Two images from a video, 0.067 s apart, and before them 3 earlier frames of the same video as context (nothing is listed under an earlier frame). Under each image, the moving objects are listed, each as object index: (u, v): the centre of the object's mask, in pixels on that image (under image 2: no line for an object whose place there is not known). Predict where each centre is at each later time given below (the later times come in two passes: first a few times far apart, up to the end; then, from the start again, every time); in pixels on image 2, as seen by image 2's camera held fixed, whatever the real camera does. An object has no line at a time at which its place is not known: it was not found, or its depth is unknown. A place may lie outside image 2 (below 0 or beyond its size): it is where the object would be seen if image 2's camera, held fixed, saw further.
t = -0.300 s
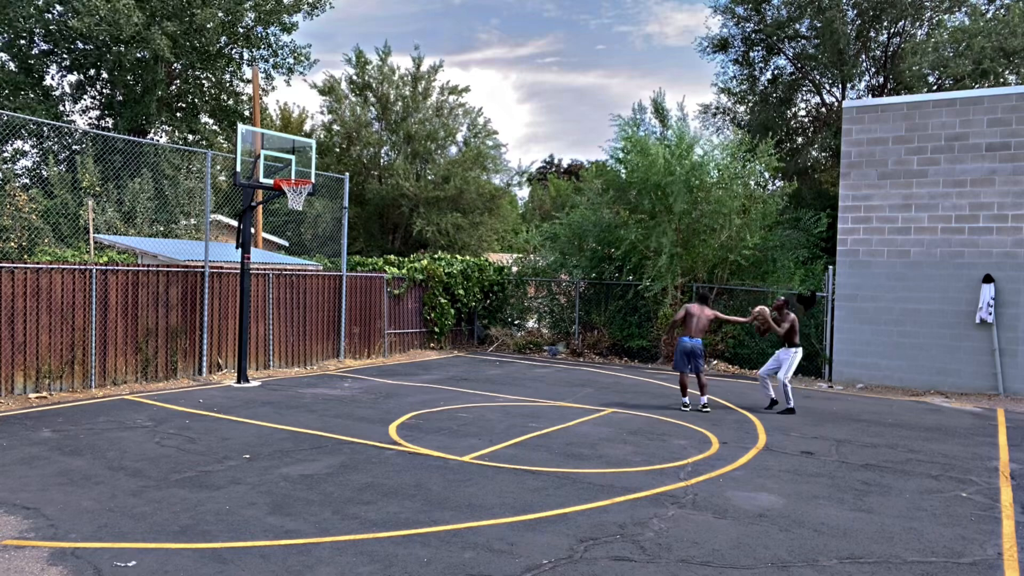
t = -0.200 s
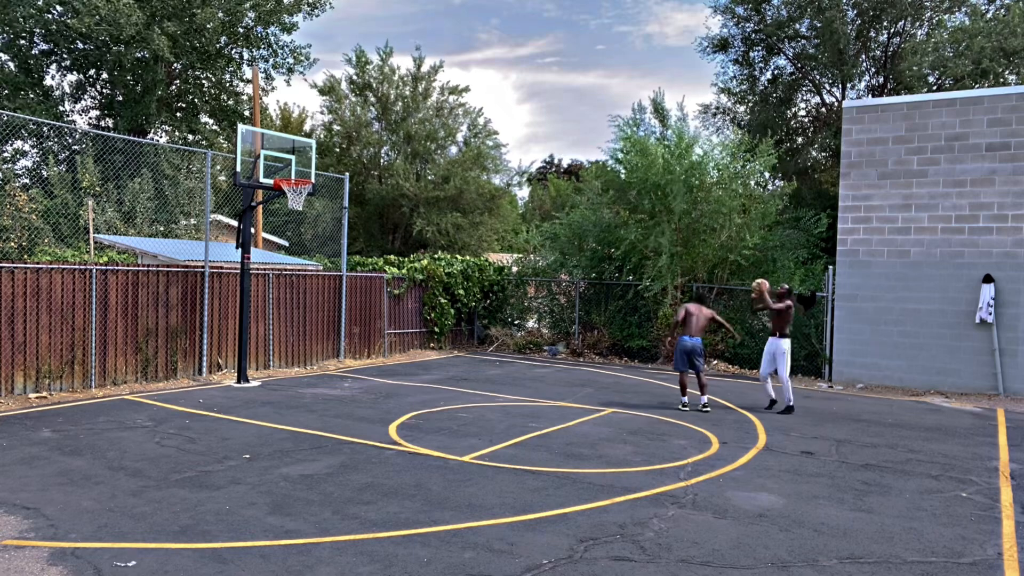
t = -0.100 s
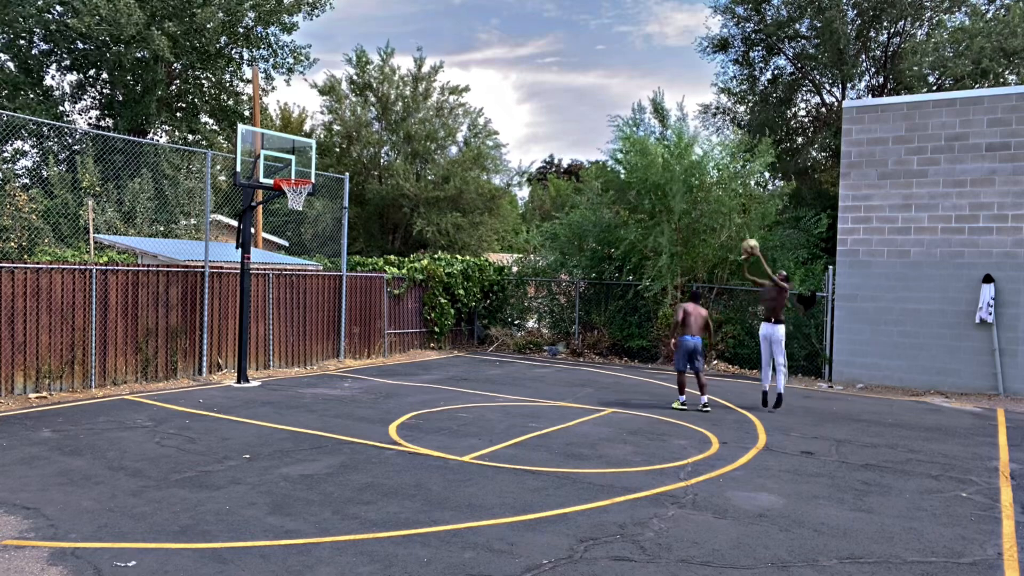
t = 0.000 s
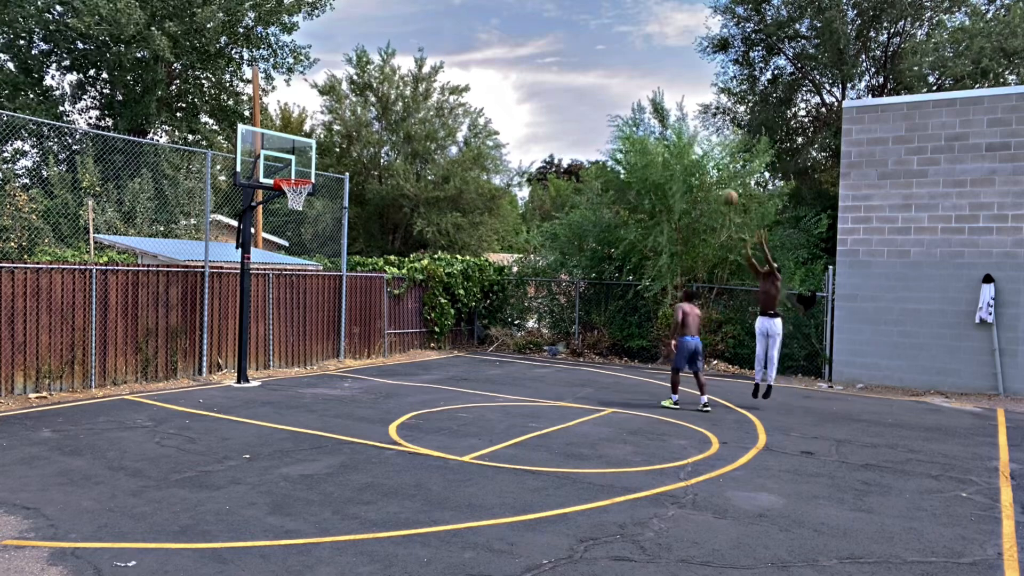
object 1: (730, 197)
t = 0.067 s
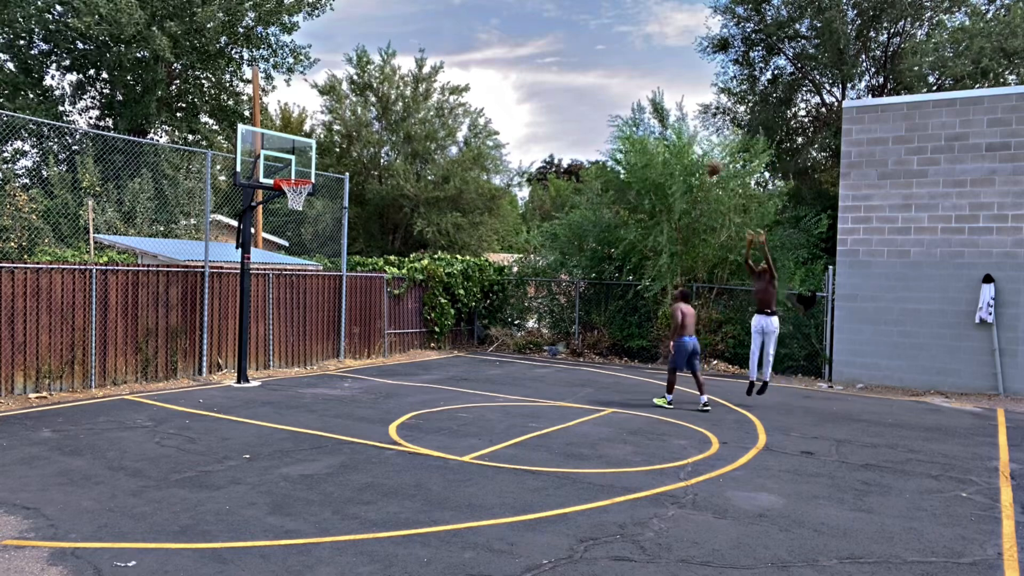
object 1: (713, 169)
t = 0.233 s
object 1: (675, 106)
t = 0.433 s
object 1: (626, 57)
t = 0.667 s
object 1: (567, 37)
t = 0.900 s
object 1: (506, 57)
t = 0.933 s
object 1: (497, 63)
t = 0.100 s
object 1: (705, 153)
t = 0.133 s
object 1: (698, 140)
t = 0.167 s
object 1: (691, 128)
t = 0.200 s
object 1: (682, 117)
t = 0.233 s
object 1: (675, 106)
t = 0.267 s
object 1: (667, 95)
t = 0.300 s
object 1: (659, 86)
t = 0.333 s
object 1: (651, 78)
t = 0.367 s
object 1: (643, 70)
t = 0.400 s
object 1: (635, 63)
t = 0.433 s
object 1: (626, 57)
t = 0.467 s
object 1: (618, 51)
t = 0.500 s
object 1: (610, 47)
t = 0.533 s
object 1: (602, 43)
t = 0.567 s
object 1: (593, 40)
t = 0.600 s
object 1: (585, 38)
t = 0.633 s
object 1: (576, 37)
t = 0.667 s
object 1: (567, 37)
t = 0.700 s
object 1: (559, 37)
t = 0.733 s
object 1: (550, 38)
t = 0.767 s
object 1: (541, 40)
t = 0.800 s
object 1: (533, 43)
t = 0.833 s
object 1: (524, 47)
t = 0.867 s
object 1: (515, 51)
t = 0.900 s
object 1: (506, 57)
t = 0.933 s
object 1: (497, 63)
